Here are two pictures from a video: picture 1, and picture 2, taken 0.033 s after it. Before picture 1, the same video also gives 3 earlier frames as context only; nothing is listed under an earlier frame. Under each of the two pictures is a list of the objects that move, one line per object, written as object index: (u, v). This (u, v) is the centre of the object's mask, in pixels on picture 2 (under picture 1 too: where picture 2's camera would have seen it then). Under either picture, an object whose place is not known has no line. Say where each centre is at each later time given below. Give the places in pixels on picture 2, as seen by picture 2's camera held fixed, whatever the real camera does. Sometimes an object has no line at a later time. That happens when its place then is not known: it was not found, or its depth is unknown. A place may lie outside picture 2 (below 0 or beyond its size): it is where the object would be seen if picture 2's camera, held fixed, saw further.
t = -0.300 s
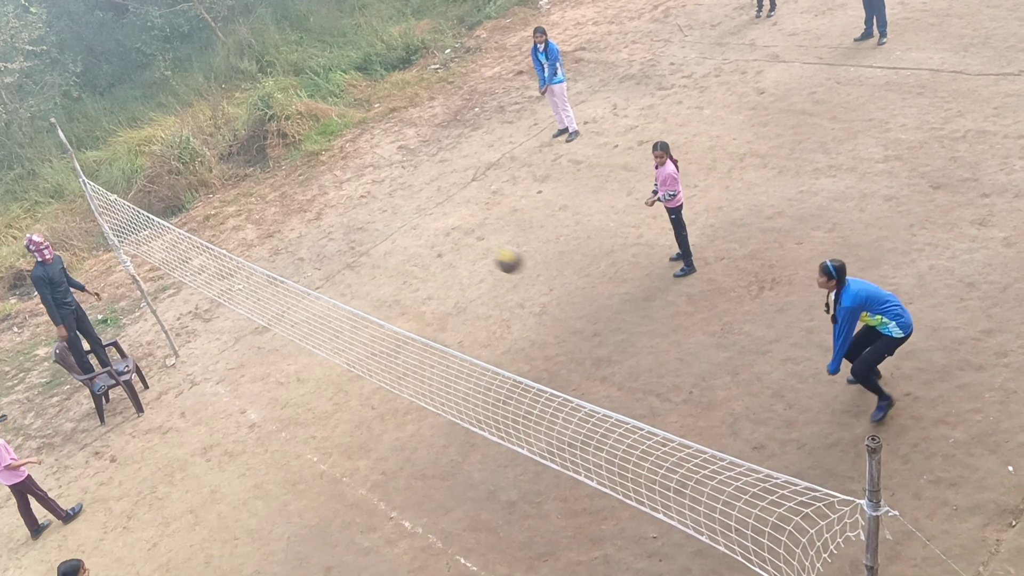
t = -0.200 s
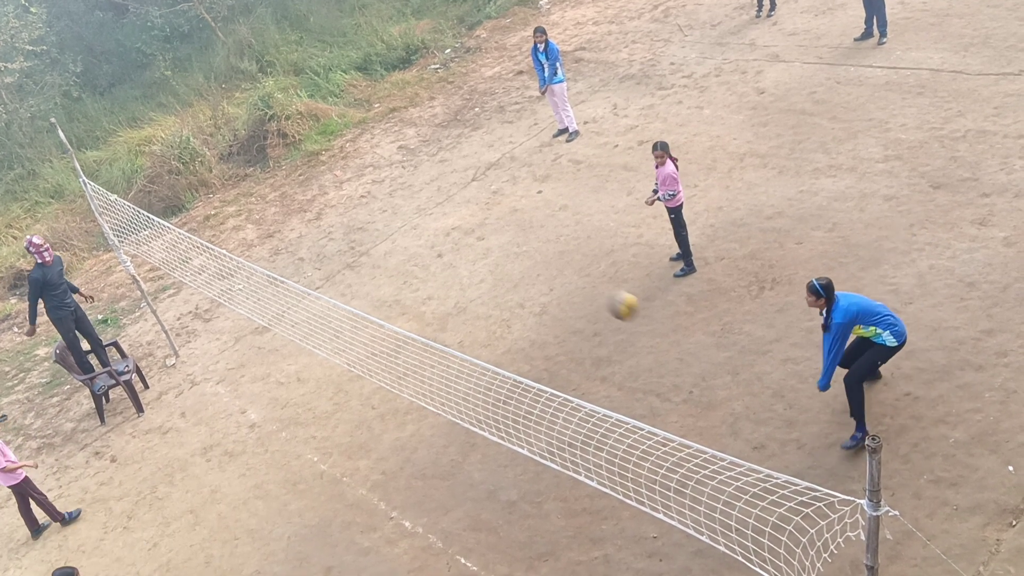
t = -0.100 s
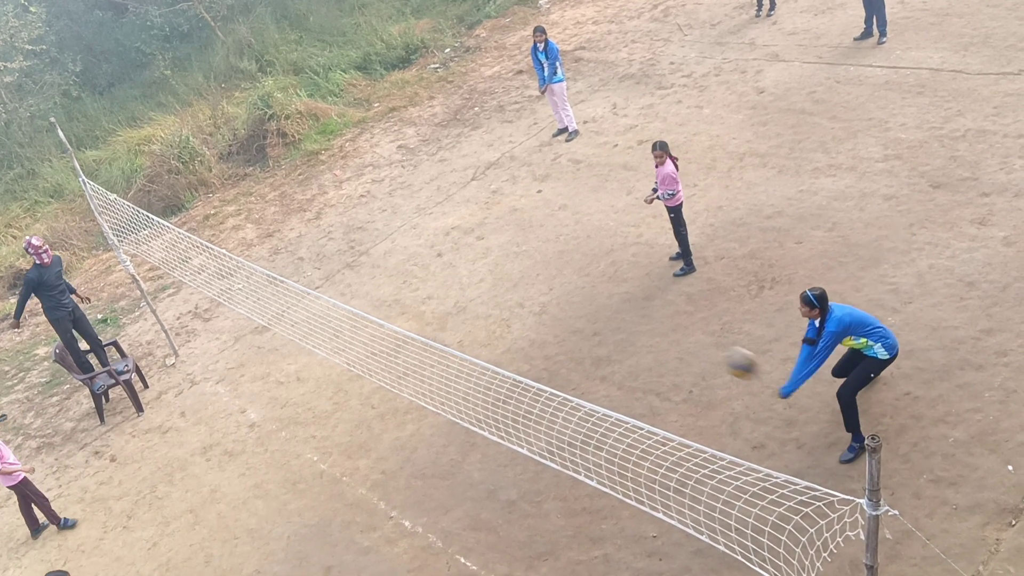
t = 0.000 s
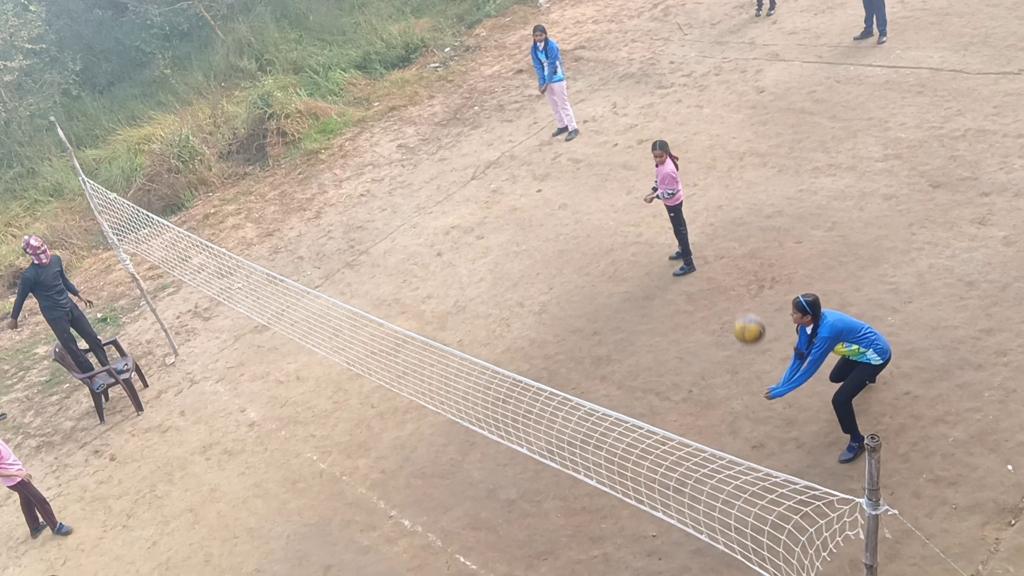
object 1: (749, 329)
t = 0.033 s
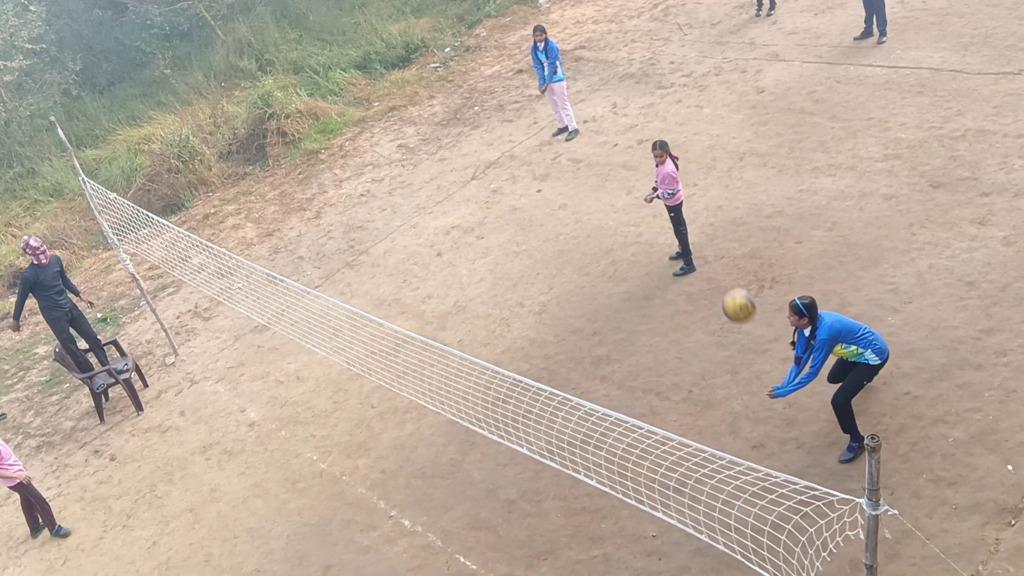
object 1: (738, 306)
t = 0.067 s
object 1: (729, 283)
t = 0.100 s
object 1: (717, 261)
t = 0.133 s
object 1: (705, 236)
